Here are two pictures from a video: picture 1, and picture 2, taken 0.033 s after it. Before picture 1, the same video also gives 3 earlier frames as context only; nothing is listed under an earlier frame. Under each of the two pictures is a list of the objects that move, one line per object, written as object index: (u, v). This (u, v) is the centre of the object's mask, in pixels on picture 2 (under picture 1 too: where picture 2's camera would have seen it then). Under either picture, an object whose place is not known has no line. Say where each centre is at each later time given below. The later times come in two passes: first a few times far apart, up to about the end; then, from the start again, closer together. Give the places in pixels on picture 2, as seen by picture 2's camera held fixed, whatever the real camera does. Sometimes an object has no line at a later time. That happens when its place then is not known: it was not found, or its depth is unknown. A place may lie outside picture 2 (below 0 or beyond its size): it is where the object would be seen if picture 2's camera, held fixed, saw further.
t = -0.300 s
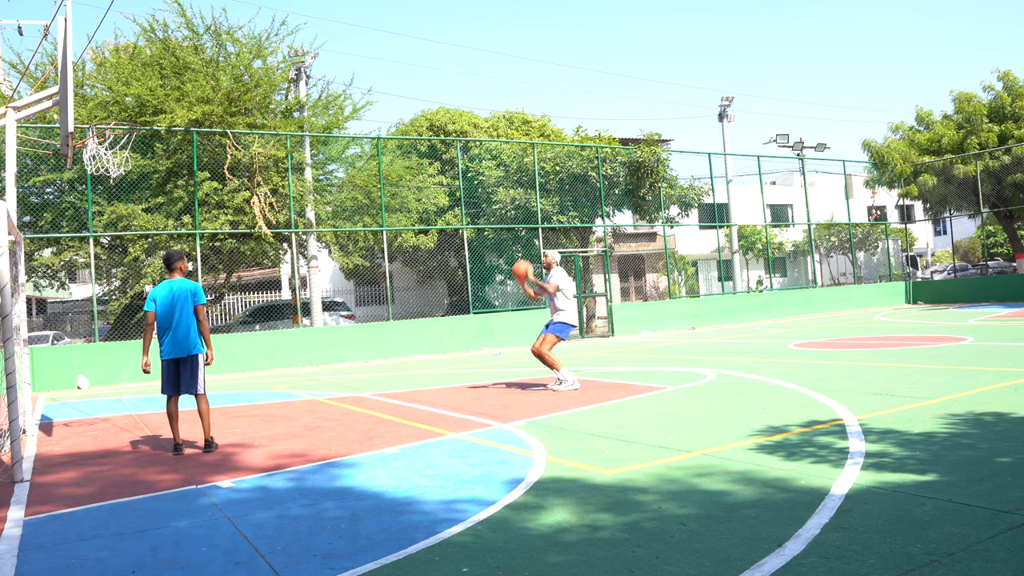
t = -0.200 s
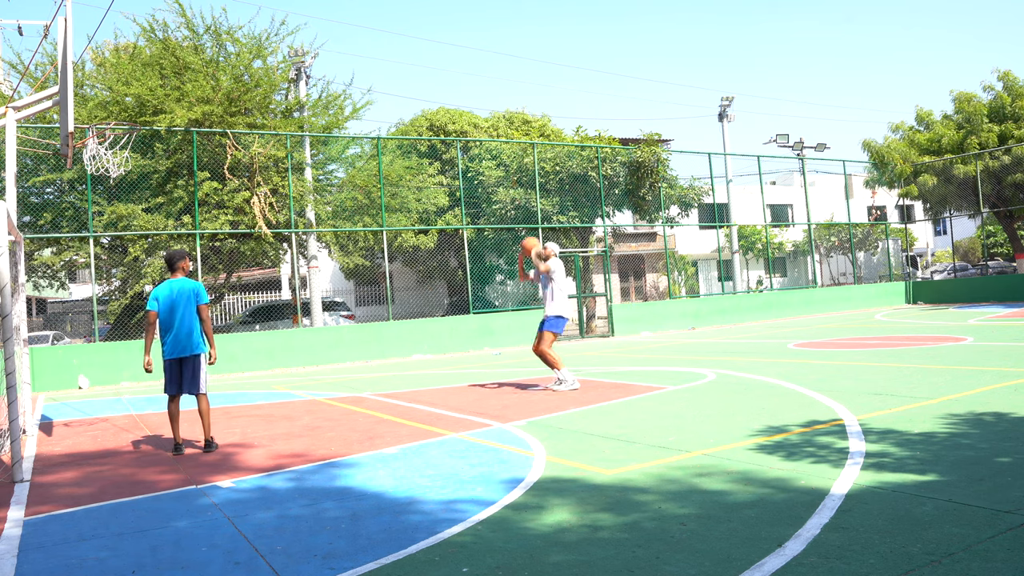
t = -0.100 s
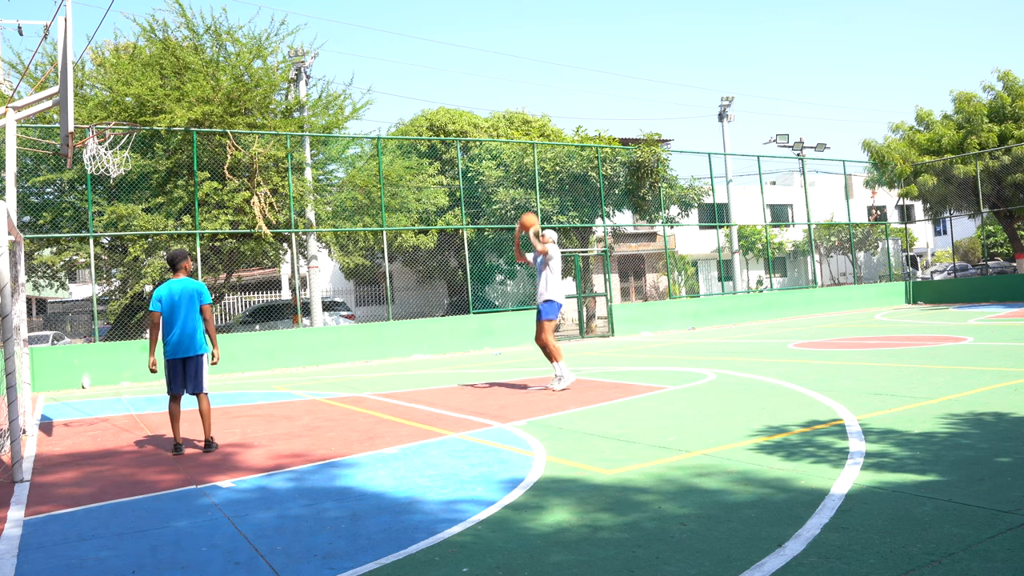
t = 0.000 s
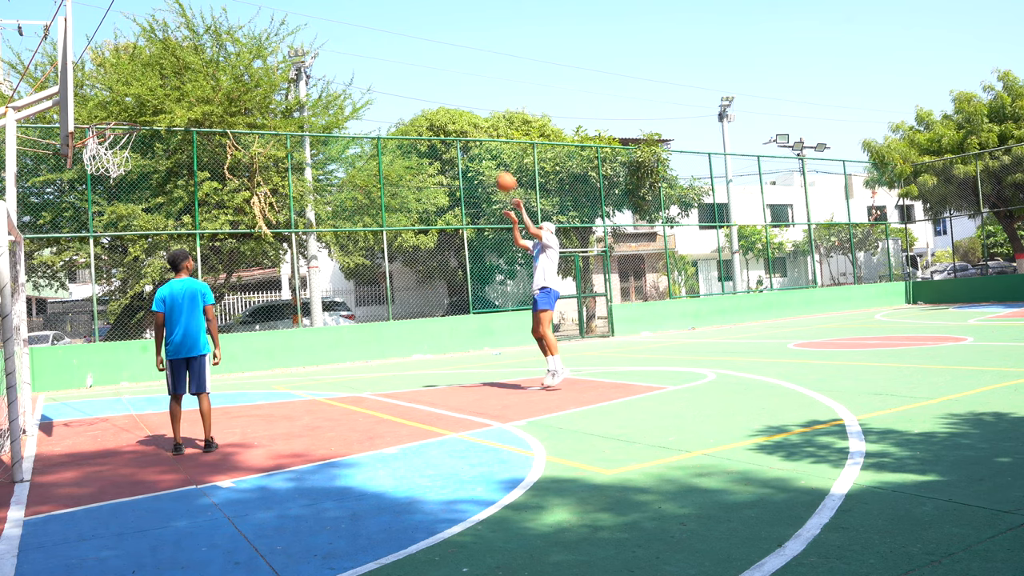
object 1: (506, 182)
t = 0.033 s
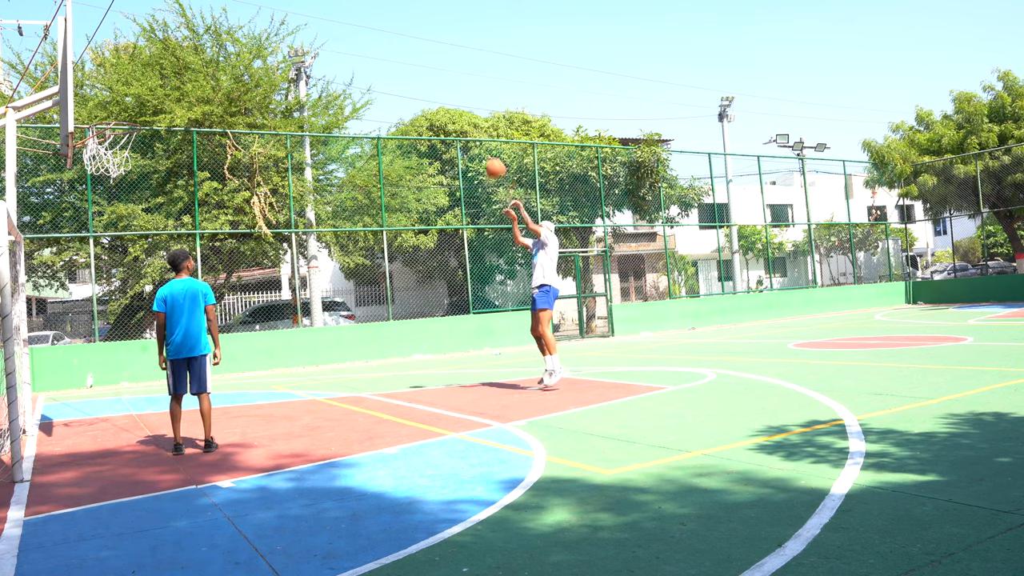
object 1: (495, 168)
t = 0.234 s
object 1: (427, 100)
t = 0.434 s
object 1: (357, 58)
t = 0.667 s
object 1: (273, 49)
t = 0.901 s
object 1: (181, 92)
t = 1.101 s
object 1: (200, 119)
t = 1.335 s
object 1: (310, 156)
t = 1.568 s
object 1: (435, 259)
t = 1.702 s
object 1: (511, 349)
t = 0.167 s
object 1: (450, 118)
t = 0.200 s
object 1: (439, 109)
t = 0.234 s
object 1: (427, 100)
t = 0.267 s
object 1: (415, 90)
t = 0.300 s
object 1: (404, 82)
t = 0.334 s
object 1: (392, 75)
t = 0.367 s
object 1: (381, 68)
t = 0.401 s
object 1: (369, 63)
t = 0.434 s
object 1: (357, 58)
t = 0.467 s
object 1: (345, 54)
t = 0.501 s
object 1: (334, 51)
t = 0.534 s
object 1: (322, 48)
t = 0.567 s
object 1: (310, 47)
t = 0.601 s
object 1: (298, 47)
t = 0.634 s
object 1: (285, 48)
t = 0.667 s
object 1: (273, 49)
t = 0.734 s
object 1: (248, 56)
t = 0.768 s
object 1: (234, 61)
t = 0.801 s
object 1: (221, 66)
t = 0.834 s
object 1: (208, 74)
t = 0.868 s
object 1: (194, 83)
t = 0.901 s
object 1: (181, 92)
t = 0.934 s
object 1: (167, 103)
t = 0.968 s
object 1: (153, 115)
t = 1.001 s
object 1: (155, 120)
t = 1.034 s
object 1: (169, 118)
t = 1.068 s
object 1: (185, 118)
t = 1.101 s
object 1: (200, 119)
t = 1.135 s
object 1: (215, 121)
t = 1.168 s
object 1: (230, 123)
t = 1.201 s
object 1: (246, 128)
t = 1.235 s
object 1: (261, 133)
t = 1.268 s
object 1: (278, 140)
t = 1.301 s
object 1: (292, 147)
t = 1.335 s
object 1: (310, 156)
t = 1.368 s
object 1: (326, 167)
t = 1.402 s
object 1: (344, 179)
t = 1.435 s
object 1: (361, 191)
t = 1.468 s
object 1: (379, 206)
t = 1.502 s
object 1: (397, 222)
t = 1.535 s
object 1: (416, 241)
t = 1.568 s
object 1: (435, 259)
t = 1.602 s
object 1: (453, 280)
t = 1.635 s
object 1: (472, 301)
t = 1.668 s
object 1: (492, 325)
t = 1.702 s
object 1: (511, 349)
